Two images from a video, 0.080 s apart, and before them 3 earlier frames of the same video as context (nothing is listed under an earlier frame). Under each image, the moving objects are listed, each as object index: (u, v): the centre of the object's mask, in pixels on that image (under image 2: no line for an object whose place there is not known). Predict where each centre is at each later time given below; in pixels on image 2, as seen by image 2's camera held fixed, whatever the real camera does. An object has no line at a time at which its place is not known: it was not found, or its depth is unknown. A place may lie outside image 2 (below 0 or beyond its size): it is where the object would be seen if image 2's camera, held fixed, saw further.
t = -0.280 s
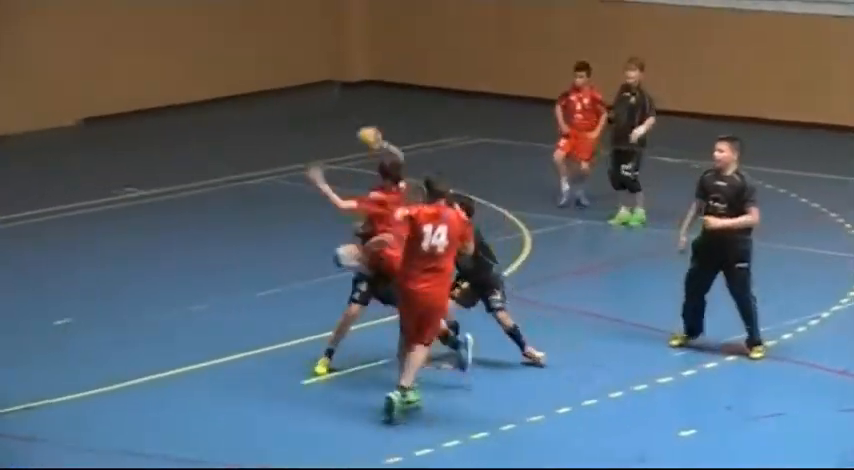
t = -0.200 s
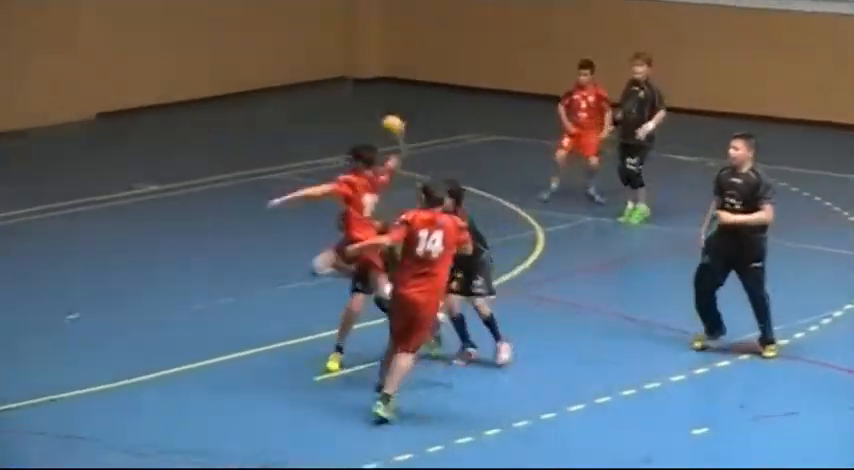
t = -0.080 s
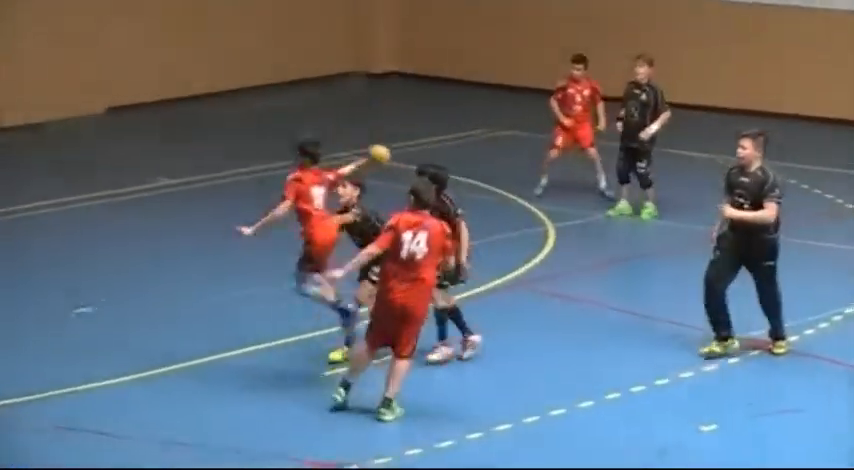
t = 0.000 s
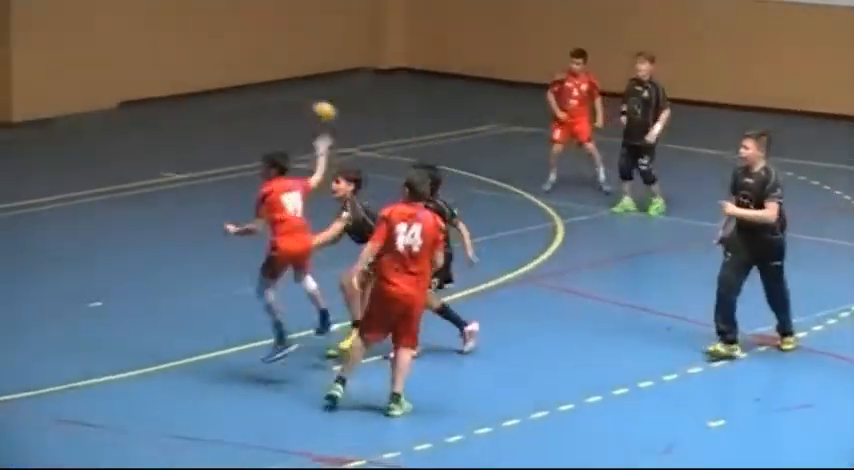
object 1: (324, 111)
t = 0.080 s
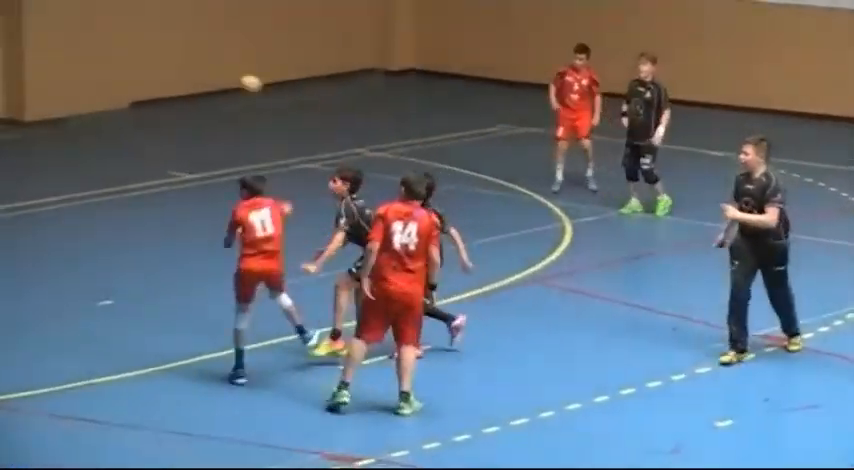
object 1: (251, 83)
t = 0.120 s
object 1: (215, 74)
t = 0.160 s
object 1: (182, 66)
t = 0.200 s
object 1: (146, 61)
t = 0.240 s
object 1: (112, 57)
